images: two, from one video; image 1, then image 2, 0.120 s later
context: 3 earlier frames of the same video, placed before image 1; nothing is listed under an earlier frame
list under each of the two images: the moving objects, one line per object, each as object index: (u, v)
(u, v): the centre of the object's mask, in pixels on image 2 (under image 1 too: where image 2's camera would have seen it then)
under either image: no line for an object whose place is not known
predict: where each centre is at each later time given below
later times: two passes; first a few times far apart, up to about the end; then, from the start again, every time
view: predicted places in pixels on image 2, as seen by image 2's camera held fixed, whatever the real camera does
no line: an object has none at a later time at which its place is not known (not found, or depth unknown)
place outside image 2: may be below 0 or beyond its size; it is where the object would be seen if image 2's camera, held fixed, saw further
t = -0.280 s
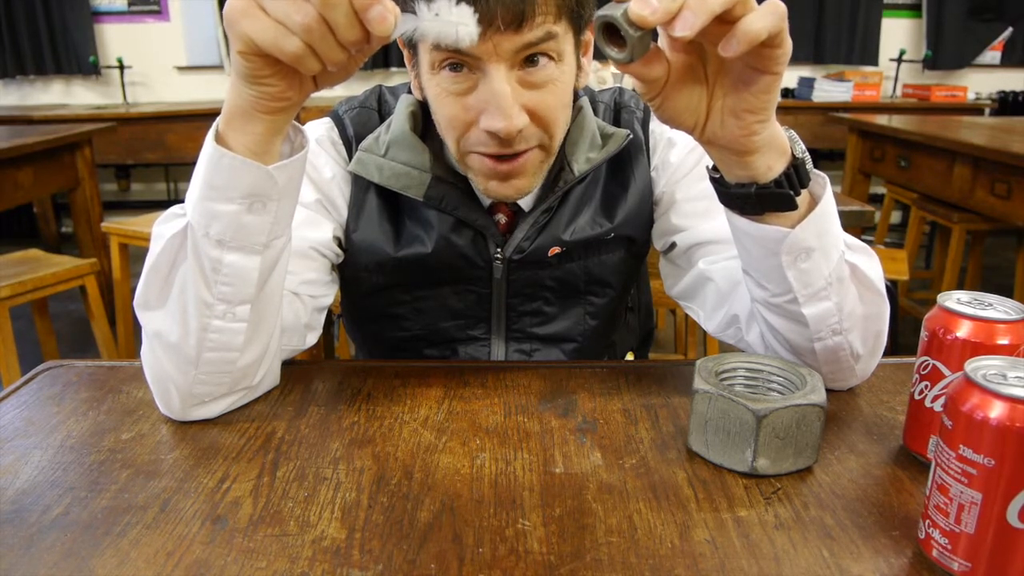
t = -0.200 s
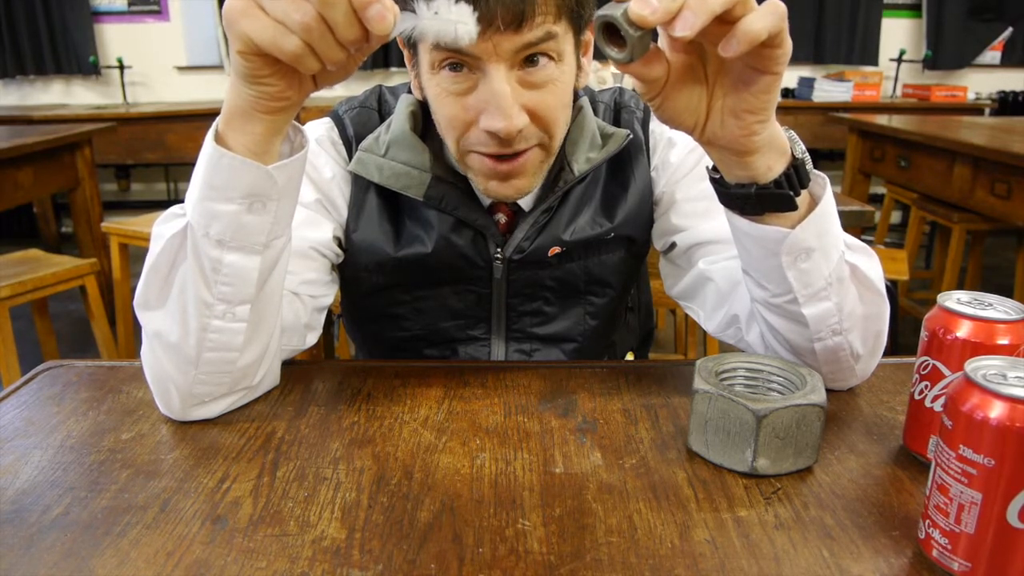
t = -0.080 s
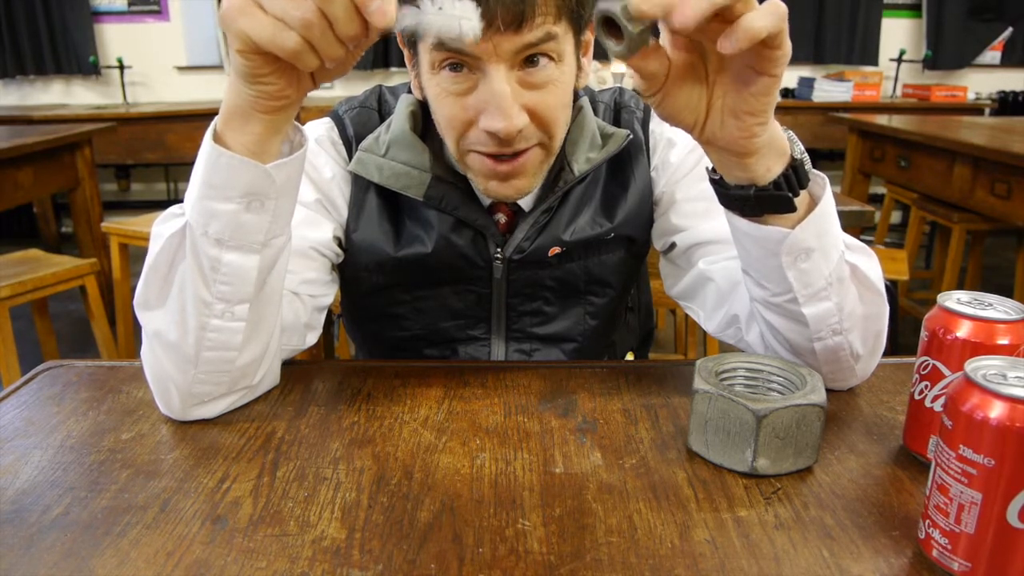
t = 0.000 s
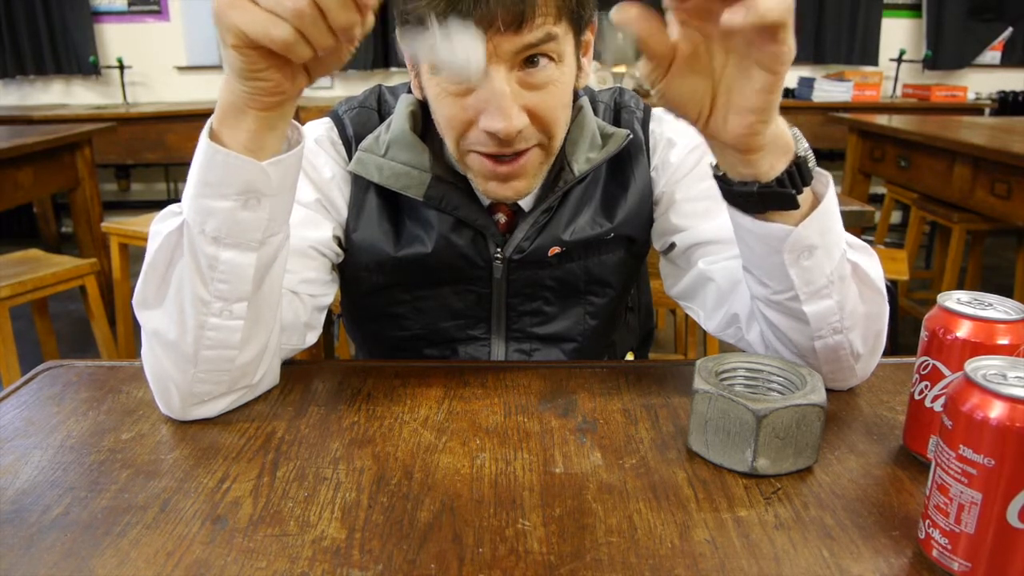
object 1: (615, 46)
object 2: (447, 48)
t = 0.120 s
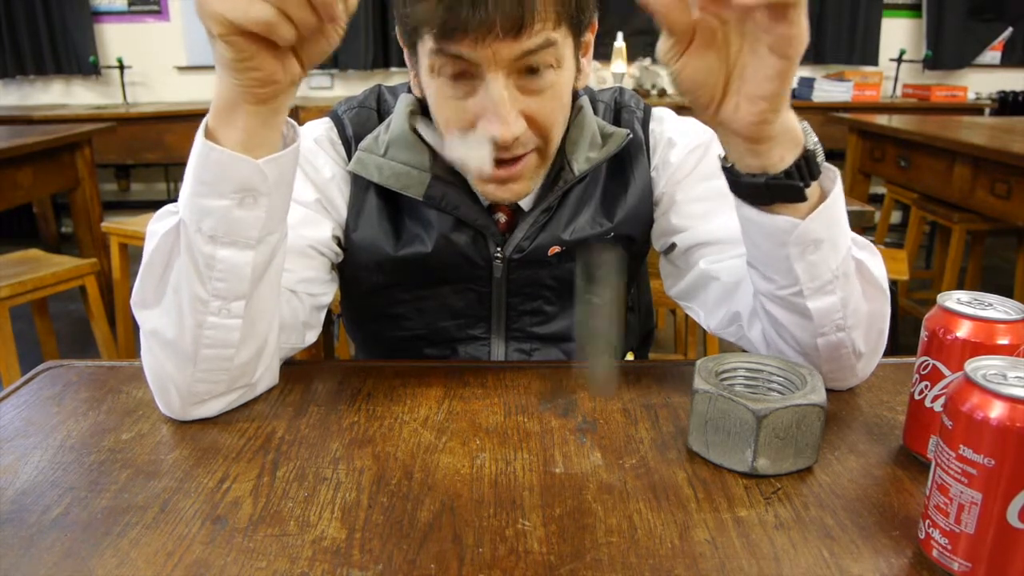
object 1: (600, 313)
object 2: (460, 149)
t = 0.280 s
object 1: (541, 451)
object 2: (494, 257)
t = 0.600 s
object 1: (517, 506)
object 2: (592, 454)
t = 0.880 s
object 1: (532, 528)
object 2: (596, 457)
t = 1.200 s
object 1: (533, 540)
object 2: (596, 458)
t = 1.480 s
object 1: (533, 540)
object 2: (596, 458)
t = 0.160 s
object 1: (593, 451)
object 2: (469, 177)
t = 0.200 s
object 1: (575, 444)
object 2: (474, 201)
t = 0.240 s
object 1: (560, 436)
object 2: (482, 228)
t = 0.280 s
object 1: (541, 451)
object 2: (494, 257)
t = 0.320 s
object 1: (527, 466)
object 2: (508, 285)
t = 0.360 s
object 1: (520, 471)
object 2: (522, 313)
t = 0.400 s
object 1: (512, 474)
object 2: (542, 341)
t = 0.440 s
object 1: (507, 478)
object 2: (550, 366)
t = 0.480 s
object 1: (505, 488)
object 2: (561, 391)
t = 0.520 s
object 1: (506, 498)
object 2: (572, 413)
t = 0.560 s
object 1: (512, 503)
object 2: (582, 436)
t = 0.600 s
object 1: (517, 506)
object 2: (592, 454)
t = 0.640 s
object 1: (521, 513)
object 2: (595, 458)
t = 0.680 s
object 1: (522, 513)
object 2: (596, 457)
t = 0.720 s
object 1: (524, 519)
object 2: (596, 457)
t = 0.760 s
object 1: (526, 520)
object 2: (596, 457)
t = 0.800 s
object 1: (527, 524)
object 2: (596, 457)
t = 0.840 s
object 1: (530, 527)
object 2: (596, 457)
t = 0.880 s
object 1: (532, 528)
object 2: (596, 457)
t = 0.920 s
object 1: (533, 531)
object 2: (596, 457)
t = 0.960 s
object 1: (534, 534)
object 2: (596, 457)
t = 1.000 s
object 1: (534, 536)
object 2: (596, 457)
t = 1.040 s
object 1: (535, 537)
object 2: (596, 457)
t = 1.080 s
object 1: (534, 540)
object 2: (596, 457)
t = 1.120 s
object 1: (533, 540)
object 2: (596, 457)
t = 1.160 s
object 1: (533, 540)
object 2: (596, 457)
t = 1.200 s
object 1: (533, 540)
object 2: (596, 458)
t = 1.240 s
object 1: (534, 540)
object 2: (596, 457)
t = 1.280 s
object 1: (533, 540)
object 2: (596, 457)
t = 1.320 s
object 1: (533, 540)
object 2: (596, 458)
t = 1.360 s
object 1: (533, 540)
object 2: (596, 458)
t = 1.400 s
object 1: (533, 540)
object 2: (596, 457)
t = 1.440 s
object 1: (533, 540)
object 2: (596, 457)
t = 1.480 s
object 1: (533, 540)
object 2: (596, 458)
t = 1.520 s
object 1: (533, 540)
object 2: (596, 458)
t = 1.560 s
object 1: (533, 540)
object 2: (595, 458)
